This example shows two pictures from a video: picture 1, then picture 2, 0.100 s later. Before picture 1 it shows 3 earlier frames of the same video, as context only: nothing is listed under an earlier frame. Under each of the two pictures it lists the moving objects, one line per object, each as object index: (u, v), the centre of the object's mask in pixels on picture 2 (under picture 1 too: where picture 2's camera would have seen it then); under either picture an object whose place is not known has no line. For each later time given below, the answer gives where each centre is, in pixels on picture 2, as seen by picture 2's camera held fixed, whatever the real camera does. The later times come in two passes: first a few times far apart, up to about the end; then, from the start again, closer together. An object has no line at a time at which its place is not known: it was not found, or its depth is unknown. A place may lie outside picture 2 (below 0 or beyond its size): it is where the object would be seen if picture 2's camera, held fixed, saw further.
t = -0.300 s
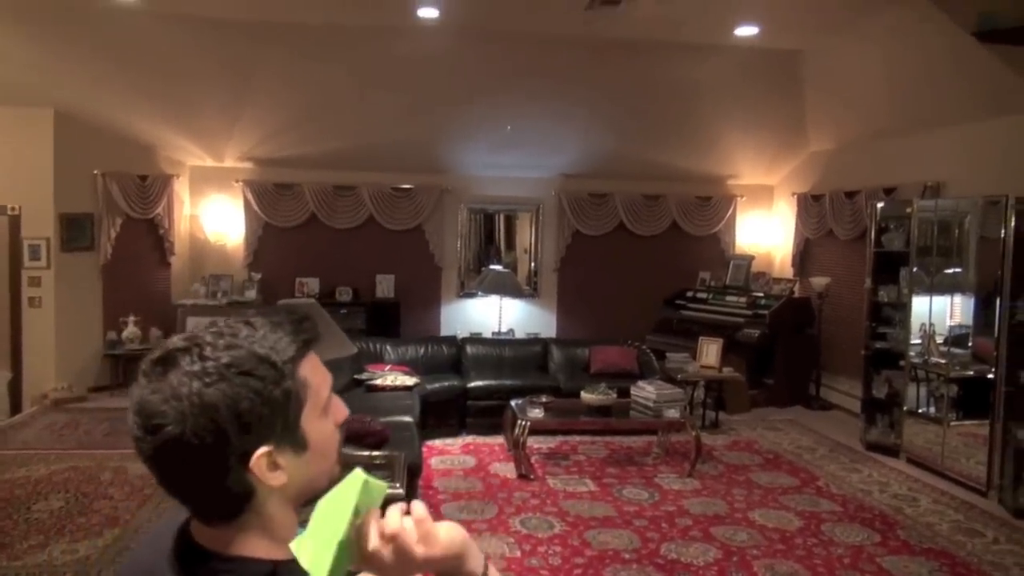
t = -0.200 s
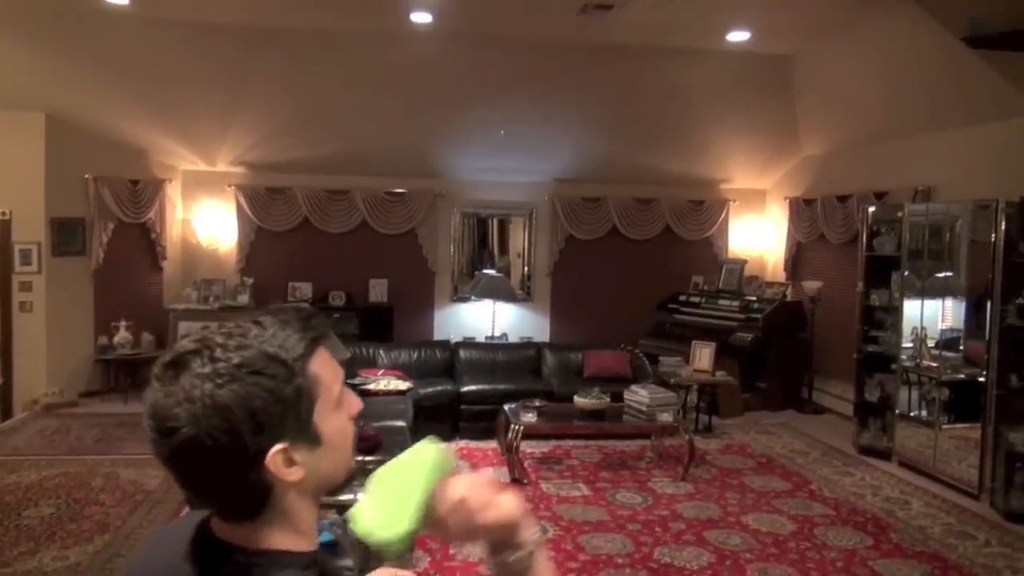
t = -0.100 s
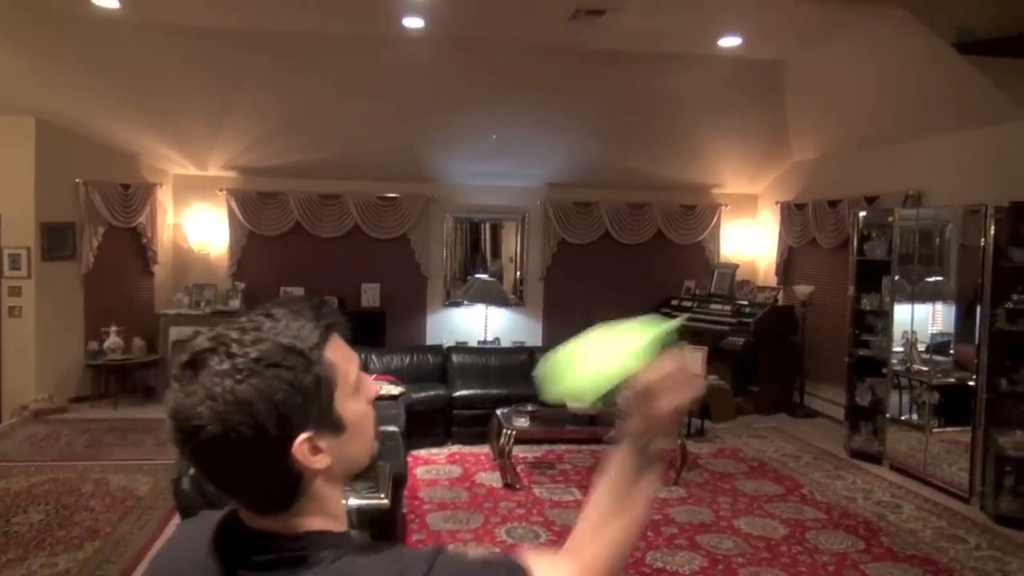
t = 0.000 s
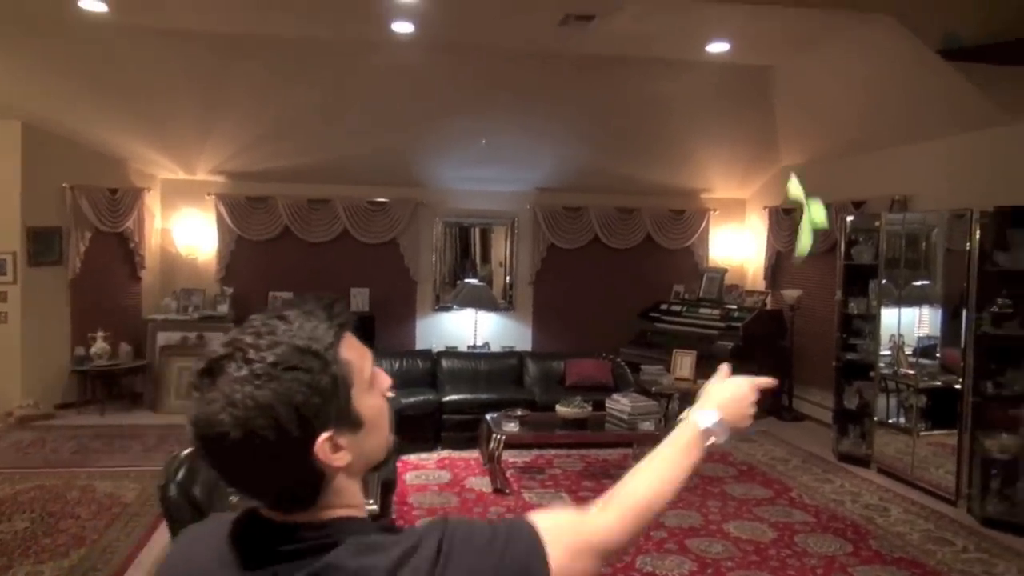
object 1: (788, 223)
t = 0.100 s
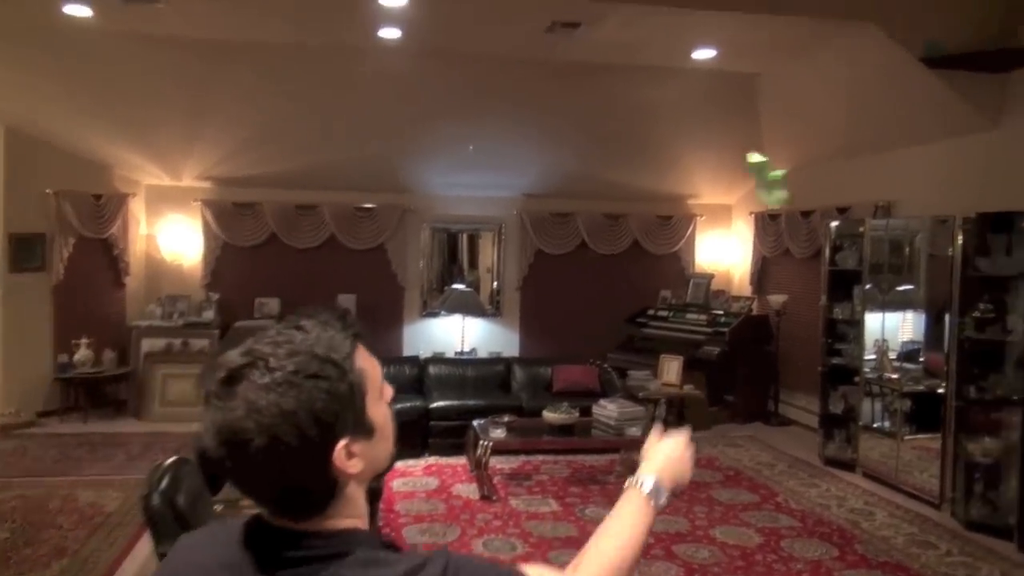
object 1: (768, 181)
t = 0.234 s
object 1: (661, 230)
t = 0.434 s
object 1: (471, 332)
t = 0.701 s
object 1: (207, 416)
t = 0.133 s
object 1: (744, 184)
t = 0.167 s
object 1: (717, 196)
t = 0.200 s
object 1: (685, 214)
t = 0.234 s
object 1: (661, 230)
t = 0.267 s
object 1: (628, 249)
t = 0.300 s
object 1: (598, 267)
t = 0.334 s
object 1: (567, 285)
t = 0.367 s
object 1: (537, 301)
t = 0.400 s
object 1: (508, 314)
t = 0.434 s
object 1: (471, 332)
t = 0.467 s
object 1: (438, 347)
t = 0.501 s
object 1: (403, 360)
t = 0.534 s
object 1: (385, 366)
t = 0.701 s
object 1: (207, 416)
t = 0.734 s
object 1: (172, 425)
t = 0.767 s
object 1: (136, 434)
